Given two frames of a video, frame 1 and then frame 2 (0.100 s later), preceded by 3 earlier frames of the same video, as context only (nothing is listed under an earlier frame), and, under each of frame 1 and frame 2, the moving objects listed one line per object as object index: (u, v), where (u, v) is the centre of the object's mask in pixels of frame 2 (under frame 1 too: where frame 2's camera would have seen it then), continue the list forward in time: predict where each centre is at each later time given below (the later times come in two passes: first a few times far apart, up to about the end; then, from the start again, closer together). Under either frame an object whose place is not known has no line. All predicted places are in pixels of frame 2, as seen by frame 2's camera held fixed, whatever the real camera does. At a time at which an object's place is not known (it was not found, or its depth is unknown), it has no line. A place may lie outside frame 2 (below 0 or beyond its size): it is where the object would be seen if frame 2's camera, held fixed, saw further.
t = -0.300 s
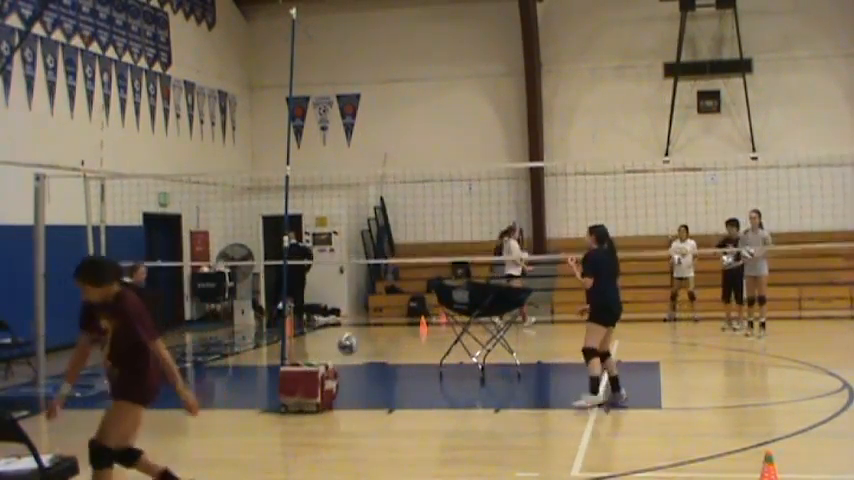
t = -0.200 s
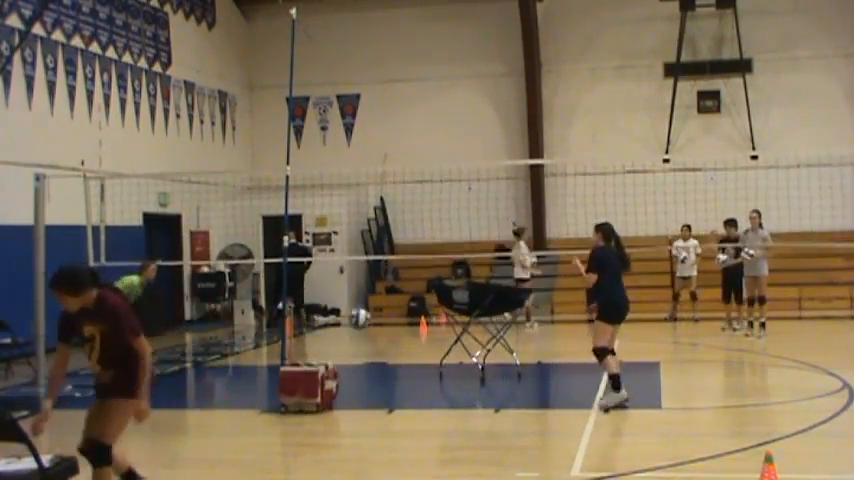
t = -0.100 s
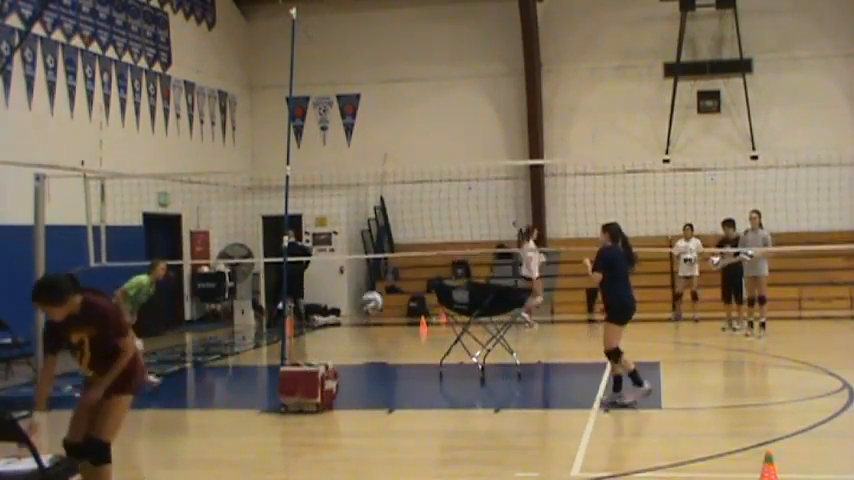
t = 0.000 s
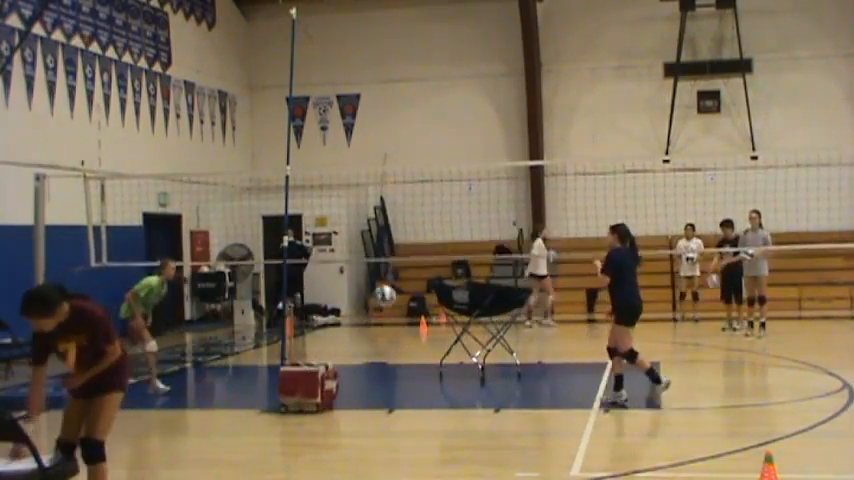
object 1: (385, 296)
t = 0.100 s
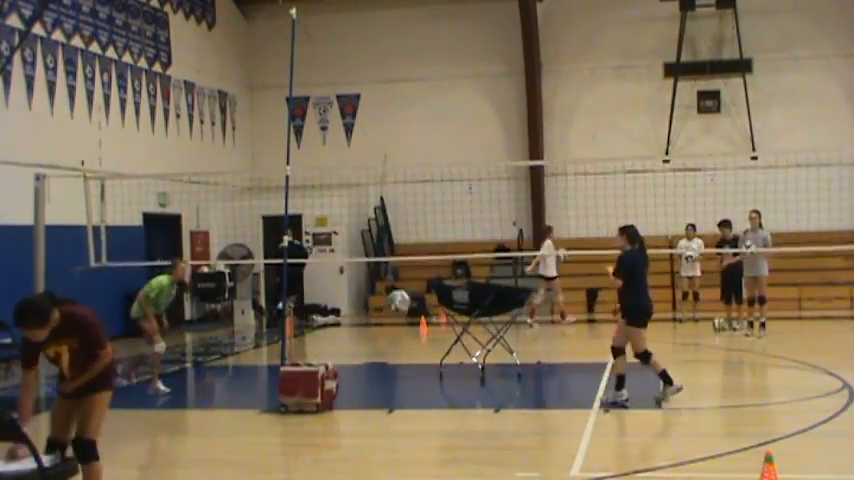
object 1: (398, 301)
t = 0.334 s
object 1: (434, 357)
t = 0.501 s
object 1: (462, 394)
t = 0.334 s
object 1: (434, 357)
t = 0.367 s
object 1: (440, 371)
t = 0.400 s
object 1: (446, 385)
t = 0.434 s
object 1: (451, 401)
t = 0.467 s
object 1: (456, 405)
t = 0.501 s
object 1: (462, 394)
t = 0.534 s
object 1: (468, 384)
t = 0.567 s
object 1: (472, 376)
